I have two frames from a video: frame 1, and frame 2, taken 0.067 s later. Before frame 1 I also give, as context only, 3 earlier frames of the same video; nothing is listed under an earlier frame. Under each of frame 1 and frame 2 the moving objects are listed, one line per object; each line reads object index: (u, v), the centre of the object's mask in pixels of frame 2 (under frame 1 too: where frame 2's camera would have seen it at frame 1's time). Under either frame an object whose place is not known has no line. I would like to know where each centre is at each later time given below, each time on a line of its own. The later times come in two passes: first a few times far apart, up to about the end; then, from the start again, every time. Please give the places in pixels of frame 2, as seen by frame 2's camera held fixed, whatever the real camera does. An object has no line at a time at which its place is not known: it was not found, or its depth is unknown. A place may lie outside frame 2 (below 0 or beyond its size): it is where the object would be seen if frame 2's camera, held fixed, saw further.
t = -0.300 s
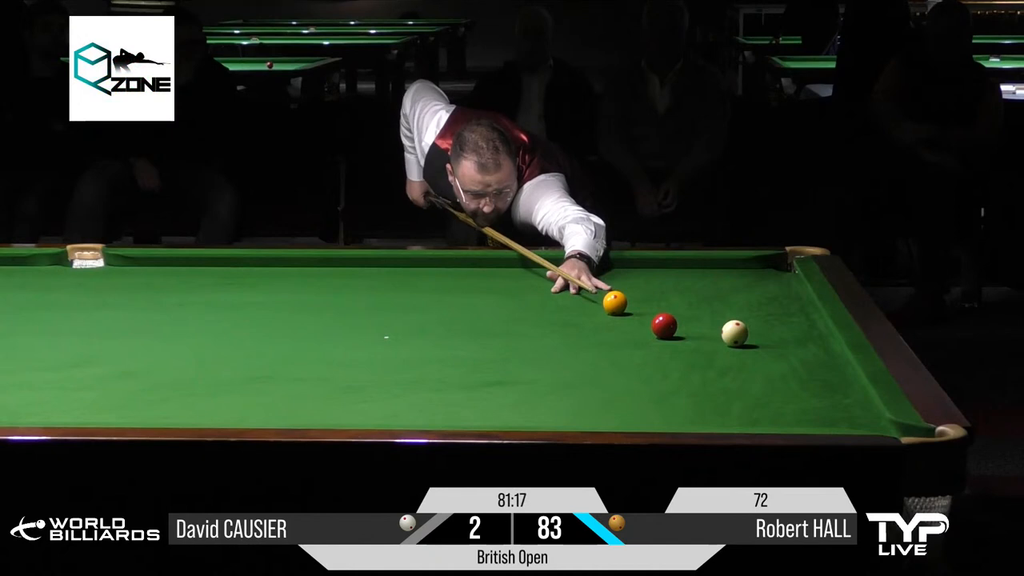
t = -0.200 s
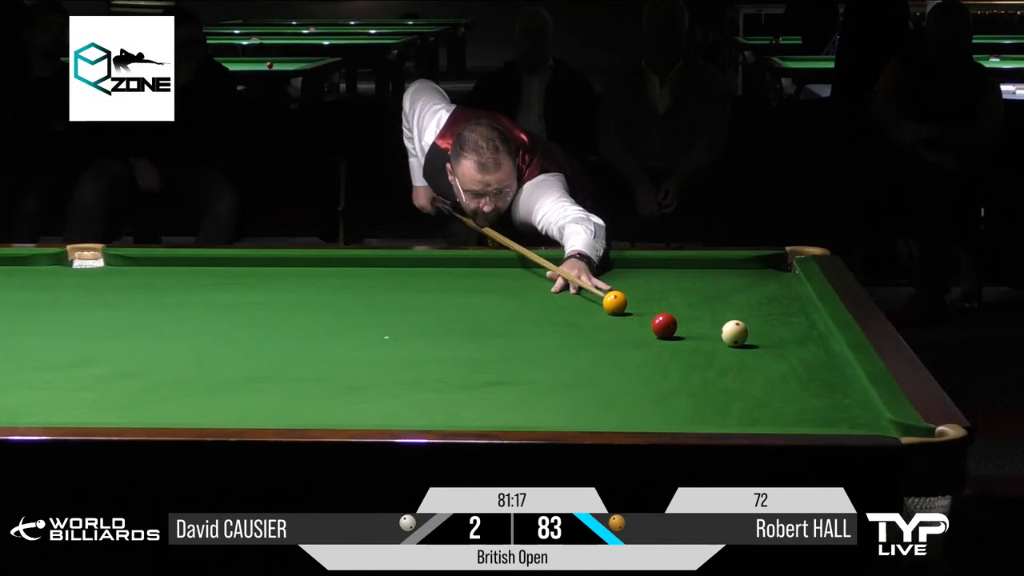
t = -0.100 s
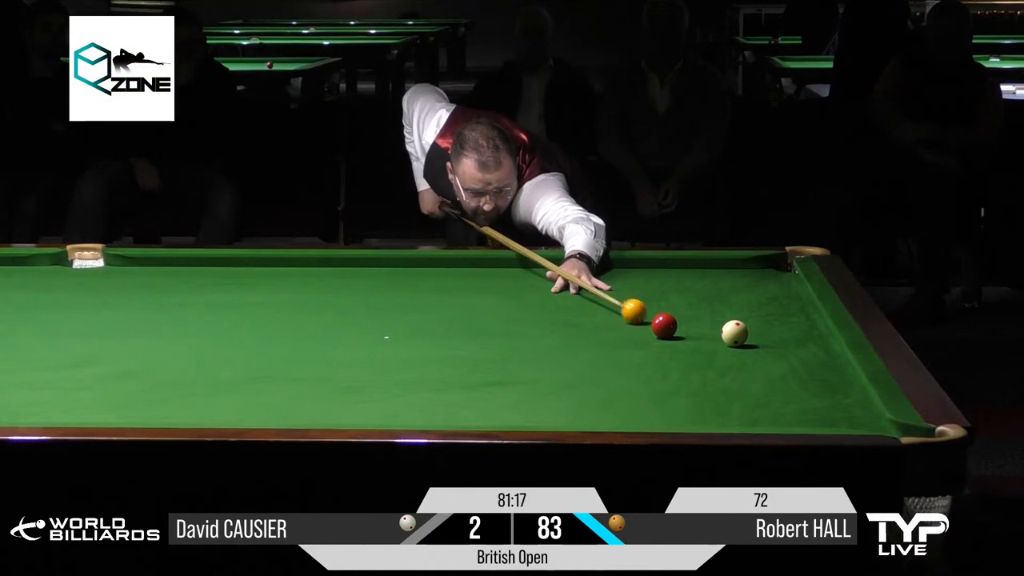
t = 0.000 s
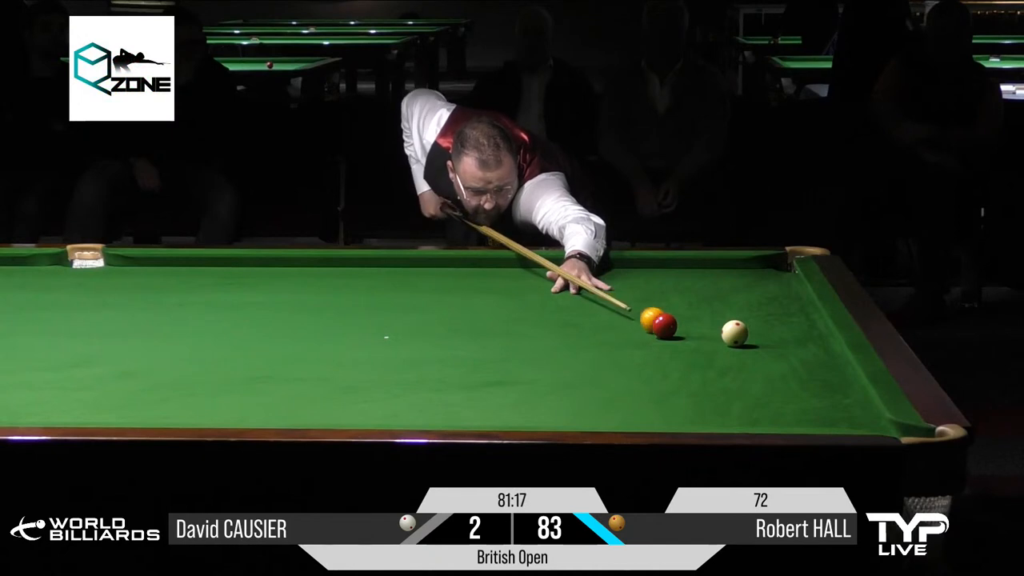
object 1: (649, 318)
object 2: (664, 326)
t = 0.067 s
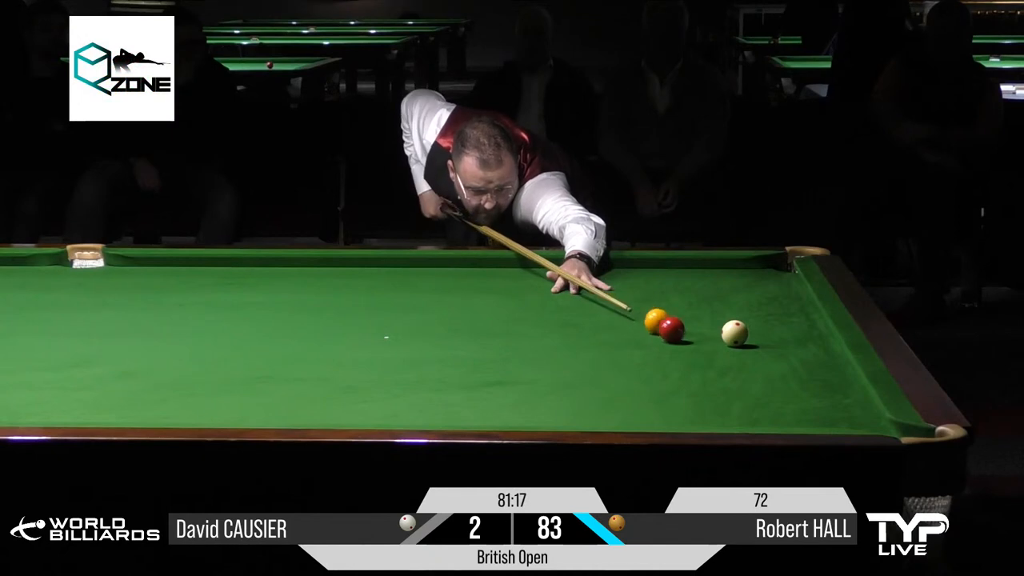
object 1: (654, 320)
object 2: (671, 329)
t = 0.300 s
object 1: (671, 326)
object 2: (701, 344)
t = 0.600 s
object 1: (687, 331)
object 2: (738, 364)
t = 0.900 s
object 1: (701, 335)
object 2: (776, 383)
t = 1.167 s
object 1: (710, 339)
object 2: (812, 401)
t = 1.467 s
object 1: (719, 342)
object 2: (855, 418)
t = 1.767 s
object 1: (726, 344)
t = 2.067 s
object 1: (729, 346)
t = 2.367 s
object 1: (730, 346)
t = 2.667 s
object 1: (730, 346)
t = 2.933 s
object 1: (730, 346)
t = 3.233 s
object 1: (730, 346)
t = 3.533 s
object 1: (730, 346)
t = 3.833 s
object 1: (730, 346)
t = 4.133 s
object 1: (730, 346)
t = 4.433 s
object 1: (730, 346)
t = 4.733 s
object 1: (730, 346)
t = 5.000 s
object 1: (730, 346)
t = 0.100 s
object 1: (658, 321)
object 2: (677, 332)
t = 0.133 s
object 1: (661, 322)
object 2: (681, 334)
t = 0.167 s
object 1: (662, 323)
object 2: (684, 336)
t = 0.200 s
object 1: (665, 324)
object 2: (688, 338)
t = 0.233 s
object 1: (668, 325)
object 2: (693, 341)
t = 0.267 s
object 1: (669, 325)
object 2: (696, 342)
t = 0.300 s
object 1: (671, 326)
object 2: (701, 344)
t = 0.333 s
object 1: (673, 326)
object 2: (705, 347)
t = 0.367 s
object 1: (674, 327)
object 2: (708, 348)
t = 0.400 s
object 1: (677, 327)
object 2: (713, 351)
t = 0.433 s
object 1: (679, 328)
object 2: (718, 353)
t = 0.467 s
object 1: (680, 329)
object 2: (720, 354)
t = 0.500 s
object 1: (682, 329)
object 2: (725, 357)
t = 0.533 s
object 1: (684, 330)
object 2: (730, 360)
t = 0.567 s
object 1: (685, 330)
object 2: (733, 361)
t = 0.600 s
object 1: (687, 331)
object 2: (738, 364)
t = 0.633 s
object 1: (689, 331)
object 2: (743, 366)
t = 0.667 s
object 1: (690, 332)
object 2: (745, 367)
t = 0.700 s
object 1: (692, 332)
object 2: (750, 370)
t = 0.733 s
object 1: (694, 333)
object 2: (756, 373)
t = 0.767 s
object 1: (695, 333)
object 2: (758, 374)
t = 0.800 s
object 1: (696, 334)
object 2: (764, 377)
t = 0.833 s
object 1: (698, 335)
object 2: (769, 379)
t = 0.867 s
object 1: (699, 335)
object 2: (771, 380)
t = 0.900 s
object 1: (701, 335)
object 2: (776, 383)
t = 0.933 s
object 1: (702, 336)
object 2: (782, 386)
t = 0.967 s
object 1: (703, 336)
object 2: (784, 387)
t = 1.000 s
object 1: (704, 337)
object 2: (790, 390)
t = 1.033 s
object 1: (706, 337)
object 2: (796, 392)
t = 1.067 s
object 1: (707, 338)
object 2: (798, 394)
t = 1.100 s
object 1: (708, 338)
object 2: (803, 396)
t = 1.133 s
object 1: (709, 338)
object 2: (809, 399)
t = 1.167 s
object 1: (710, 339)
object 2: (812, 401)
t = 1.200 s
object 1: (711, 339)
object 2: (817, 403)
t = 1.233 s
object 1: (713, 340)
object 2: (823, 406)
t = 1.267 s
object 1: (714, 340)
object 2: (826, 408)
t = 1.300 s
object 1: (715, 340)
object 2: (831, 410)
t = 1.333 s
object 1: (716, 341)
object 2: (837, 412)
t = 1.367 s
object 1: (717, 341)
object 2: (840, 413)
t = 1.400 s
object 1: (718, 341)
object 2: (846, 415)
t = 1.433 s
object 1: (719, 342)
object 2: (852, 417)
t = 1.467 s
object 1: (719, 342)
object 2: (855, 418)
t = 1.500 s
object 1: (720, 342)
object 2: (861, 420)
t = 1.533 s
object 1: (722, 343)
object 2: (866, 421)
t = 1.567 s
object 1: (722, 343)
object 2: (869, 422)
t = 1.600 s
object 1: (723, 343)
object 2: (875, 425)
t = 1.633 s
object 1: (724, 343)
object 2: (881, 427)
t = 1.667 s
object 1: (724, 343)
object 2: (884, 428)
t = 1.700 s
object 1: (725, 344)
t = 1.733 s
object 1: (726, 344)
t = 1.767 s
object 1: (726, 344)
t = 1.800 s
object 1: (726, 345)
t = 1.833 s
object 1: (727, 345)
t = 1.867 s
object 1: (727, 345)
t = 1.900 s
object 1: (728, 345)
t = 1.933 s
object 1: (728, 345)
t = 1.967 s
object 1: (729, 345)
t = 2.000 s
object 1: (729, 345)
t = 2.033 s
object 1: (729, 345)
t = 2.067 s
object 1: (729, 346)
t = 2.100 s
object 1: (729, 346)
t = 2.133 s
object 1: (729, 346)
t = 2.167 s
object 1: (729, 346)
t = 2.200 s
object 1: (730, 346)
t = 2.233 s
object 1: (730, 346)
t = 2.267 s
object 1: (730, 346)
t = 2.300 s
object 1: (730, 346)
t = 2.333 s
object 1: (730, 346)
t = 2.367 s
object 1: (730, 346)
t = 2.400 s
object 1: (730, 346)
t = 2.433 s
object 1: (730, 346)
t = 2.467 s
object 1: (730, 346)
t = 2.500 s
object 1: (730, 346)
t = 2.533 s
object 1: (730, 346)
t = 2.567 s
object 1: (730, 346)
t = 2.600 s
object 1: (730, 346)
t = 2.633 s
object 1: (730, 346)
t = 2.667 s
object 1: (730, 346)
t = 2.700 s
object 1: (730, 346)
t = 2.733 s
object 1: (730, 346)
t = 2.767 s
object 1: (730, 346)
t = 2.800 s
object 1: (730, 346)
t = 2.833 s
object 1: (730, 346)
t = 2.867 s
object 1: (730, 346)
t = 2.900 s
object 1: (730, 346)
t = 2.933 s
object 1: (730, 346)
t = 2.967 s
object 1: (730, 346)
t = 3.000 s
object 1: (730, 346)
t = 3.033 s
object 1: (730, 346)
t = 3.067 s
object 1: (730, 346)
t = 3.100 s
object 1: (730, 346)
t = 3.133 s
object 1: (730, 346)
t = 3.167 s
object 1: (730, 346)
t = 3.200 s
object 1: (730, 346)
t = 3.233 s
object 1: (730, 346)
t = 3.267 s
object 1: (729, 346)
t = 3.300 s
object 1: (729, 346)
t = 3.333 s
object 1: (730, 346)
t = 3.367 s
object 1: (730, 346)
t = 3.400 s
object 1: (730, 346)
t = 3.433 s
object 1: (730, 346)
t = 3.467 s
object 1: (730, 346)
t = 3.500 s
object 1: (730, 346)
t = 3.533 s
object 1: (730, 346)
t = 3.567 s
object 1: (730, 346)
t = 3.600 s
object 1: (730, 346)
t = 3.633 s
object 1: (730, 346)
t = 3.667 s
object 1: (730, 346)
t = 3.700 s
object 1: (730, 346)
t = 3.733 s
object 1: (730, 346)
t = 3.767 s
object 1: (730, 346)
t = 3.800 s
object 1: (730, 346)
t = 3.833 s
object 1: (730, 346)
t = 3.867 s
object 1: (730, 346)
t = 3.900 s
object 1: (730, 346)
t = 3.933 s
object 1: (730, 346)
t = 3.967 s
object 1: (730, 346)
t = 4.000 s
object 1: (730, 346)
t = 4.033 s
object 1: (730, 346)
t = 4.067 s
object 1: (730, 346)
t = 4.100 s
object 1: (730, 346)
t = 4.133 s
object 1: (730, 346)
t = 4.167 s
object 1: (730, 346)
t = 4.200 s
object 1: (730, 346)
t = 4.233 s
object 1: (730, 346)
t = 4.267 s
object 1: (730, 346)
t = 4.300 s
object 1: (730, 346)
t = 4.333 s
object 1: (730, 346)
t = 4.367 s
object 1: (730, 346)
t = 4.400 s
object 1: (730, 346)
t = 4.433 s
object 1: (730, 346)
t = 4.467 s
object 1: (730, 346)
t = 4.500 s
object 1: (730, 346)
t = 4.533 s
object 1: (730, 346)
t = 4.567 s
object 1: (730, 346)
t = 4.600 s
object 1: (730, 346)
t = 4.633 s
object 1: (730, 346)
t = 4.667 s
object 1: (729, 346)
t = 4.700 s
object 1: (729, 346)
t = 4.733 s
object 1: (730, 346)
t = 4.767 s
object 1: (730, 346)
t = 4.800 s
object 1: (730, 346)
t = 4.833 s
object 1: (730, 346)
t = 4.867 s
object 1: (730, 346)
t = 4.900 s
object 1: (730, 346)
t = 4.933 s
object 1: (729, 346)
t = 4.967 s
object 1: (730, 346)
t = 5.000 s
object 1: (730, 346)
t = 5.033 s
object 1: (730, 346)
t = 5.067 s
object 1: (730, 346)
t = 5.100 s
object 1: (730, 346)
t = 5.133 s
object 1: (730, 346)
